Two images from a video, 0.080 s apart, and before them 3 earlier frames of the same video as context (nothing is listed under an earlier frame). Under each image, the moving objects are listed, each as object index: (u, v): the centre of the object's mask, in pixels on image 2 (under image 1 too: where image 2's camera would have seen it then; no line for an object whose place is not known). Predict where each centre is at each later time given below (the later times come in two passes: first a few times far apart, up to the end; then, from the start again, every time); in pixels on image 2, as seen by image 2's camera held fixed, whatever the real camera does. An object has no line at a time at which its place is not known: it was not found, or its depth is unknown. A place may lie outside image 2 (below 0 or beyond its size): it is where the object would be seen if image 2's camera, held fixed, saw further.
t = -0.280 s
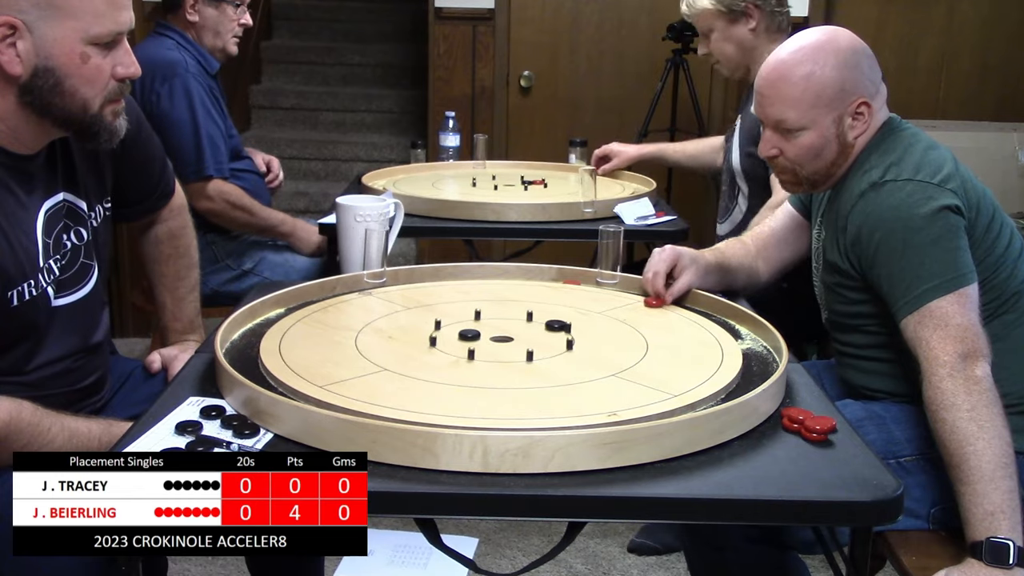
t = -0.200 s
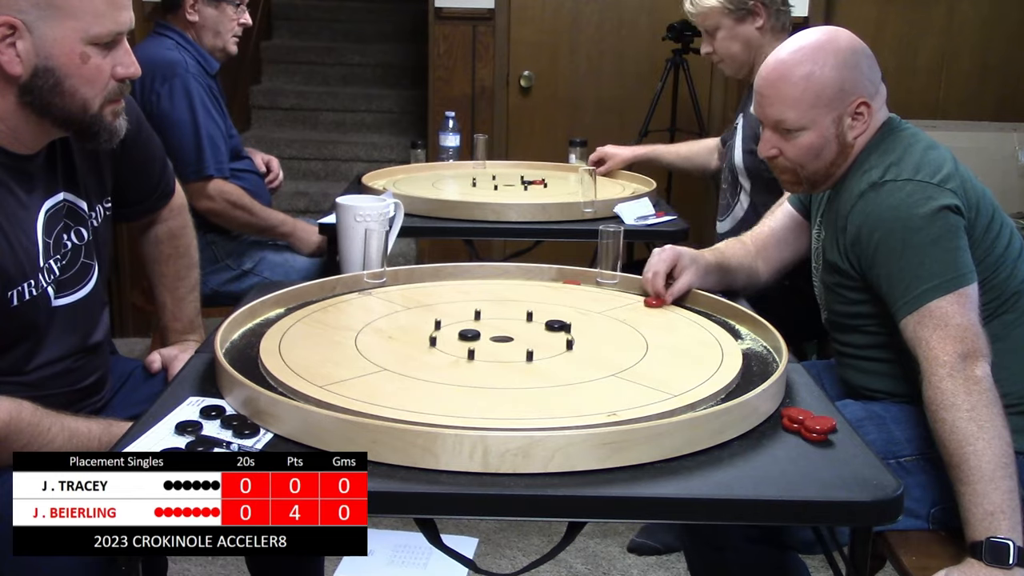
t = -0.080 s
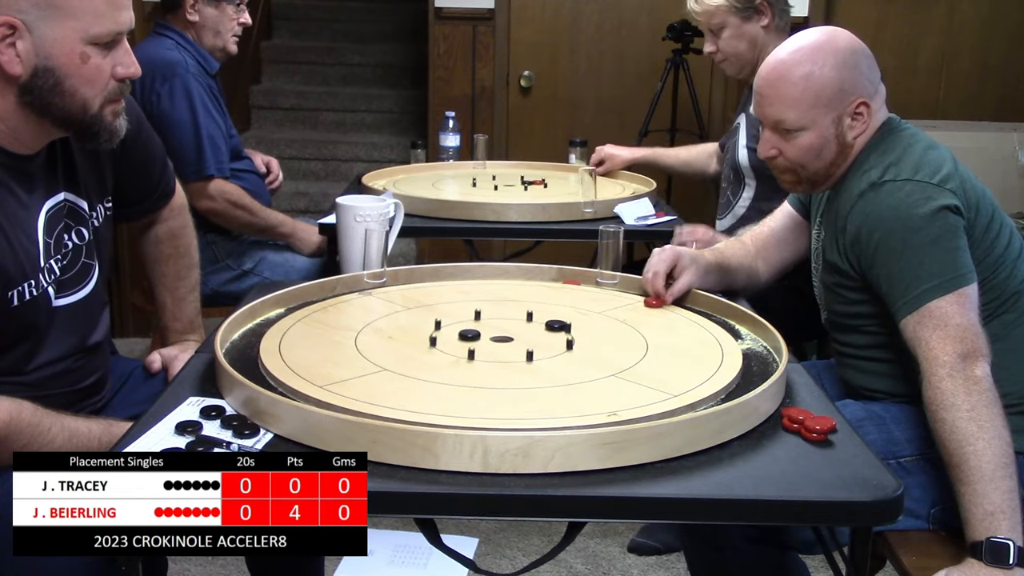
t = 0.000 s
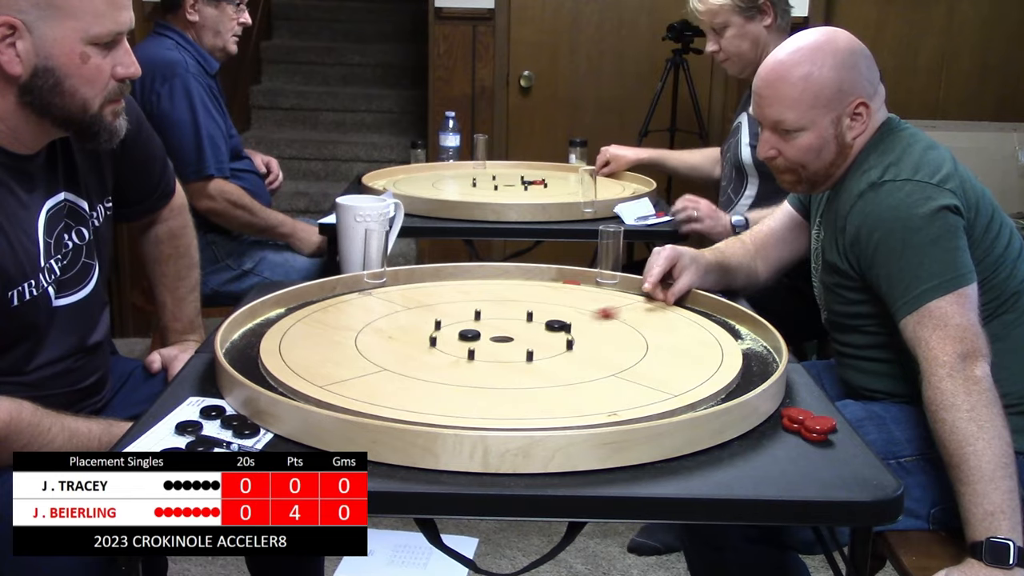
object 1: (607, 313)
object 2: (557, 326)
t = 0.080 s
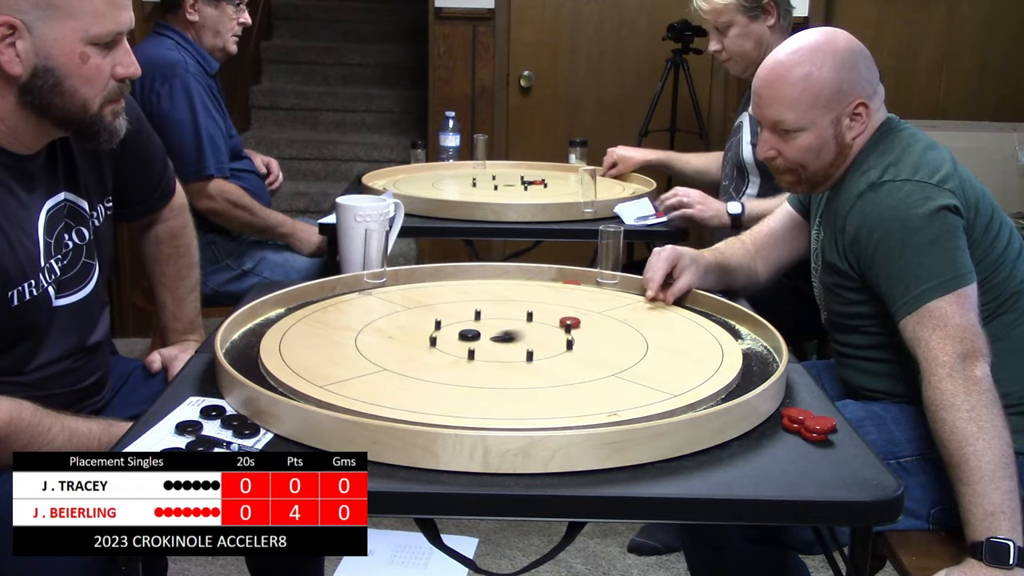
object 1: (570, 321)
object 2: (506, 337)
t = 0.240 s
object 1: (566, 323)
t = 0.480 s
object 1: (566, 323)
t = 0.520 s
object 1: (567, 322)
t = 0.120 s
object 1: (569, 321)
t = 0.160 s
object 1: (569, 321)
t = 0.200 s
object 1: (567, 321)
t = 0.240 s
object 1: (566, 323)
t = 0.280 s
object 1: (566, 323)
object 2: (310, 378)
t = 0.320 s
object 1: (566, 323)
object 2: (277, 384)
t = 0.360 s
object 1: (566, 323)
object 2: (282, 392)
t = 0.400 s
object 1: (566, 323)
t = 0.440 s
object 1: (566, 323)
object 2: (282, 392)
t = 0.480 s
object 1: (566, 323)
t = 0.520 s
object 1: (567, 322)
